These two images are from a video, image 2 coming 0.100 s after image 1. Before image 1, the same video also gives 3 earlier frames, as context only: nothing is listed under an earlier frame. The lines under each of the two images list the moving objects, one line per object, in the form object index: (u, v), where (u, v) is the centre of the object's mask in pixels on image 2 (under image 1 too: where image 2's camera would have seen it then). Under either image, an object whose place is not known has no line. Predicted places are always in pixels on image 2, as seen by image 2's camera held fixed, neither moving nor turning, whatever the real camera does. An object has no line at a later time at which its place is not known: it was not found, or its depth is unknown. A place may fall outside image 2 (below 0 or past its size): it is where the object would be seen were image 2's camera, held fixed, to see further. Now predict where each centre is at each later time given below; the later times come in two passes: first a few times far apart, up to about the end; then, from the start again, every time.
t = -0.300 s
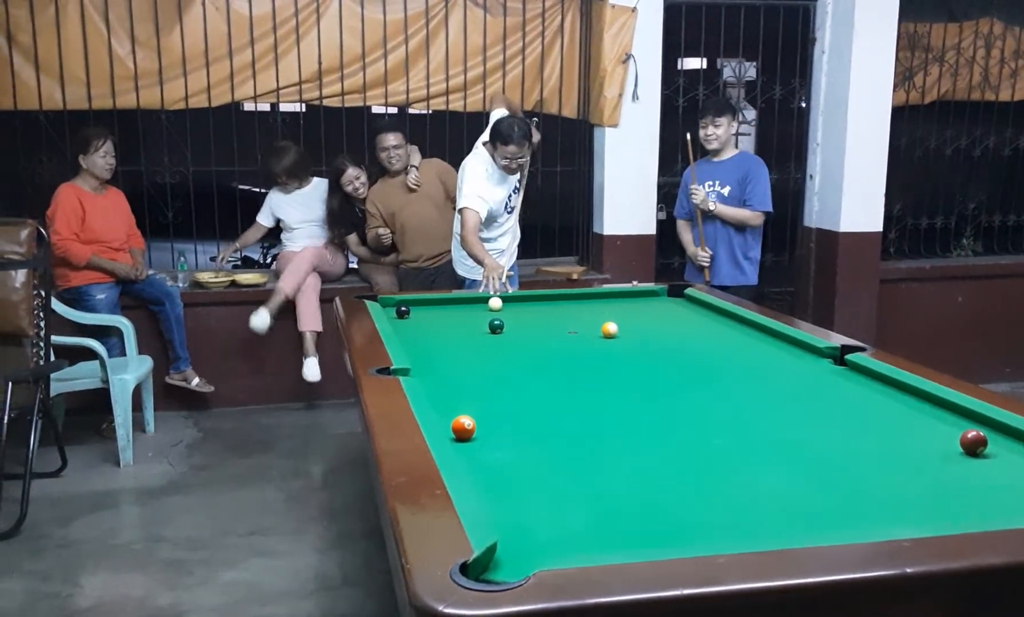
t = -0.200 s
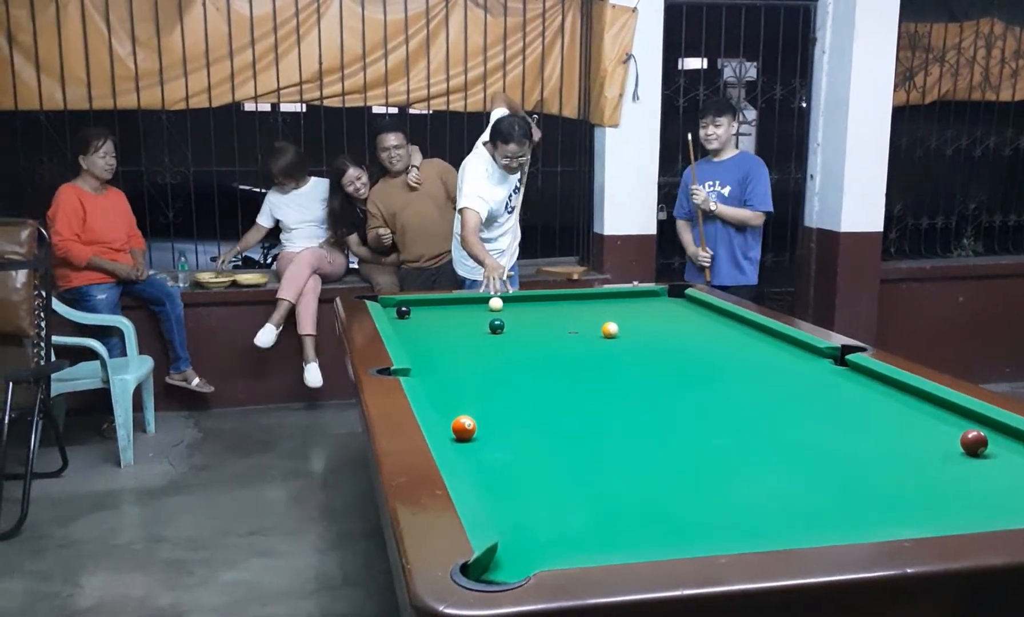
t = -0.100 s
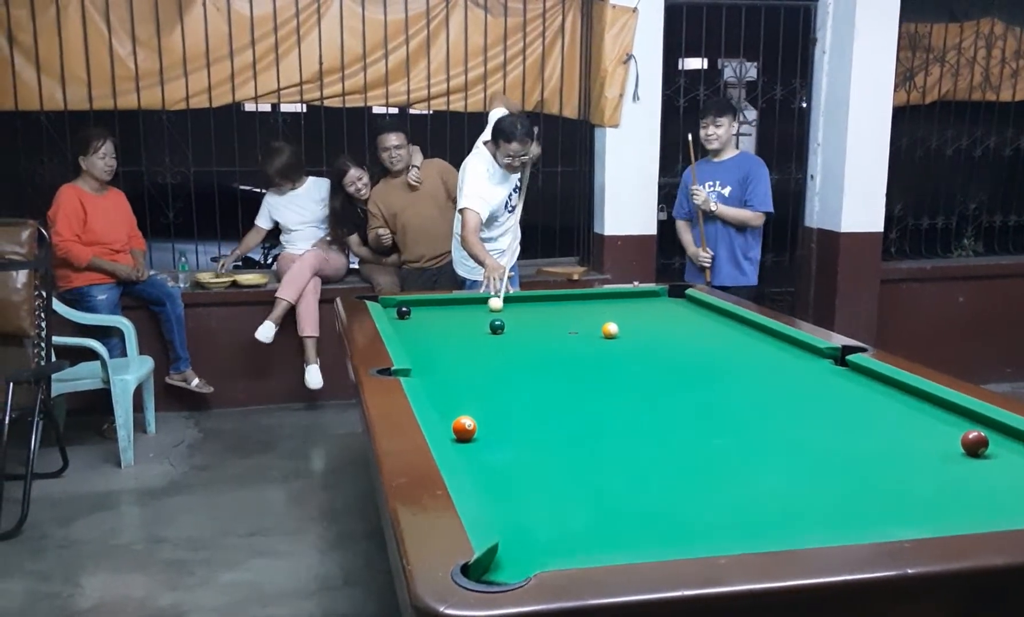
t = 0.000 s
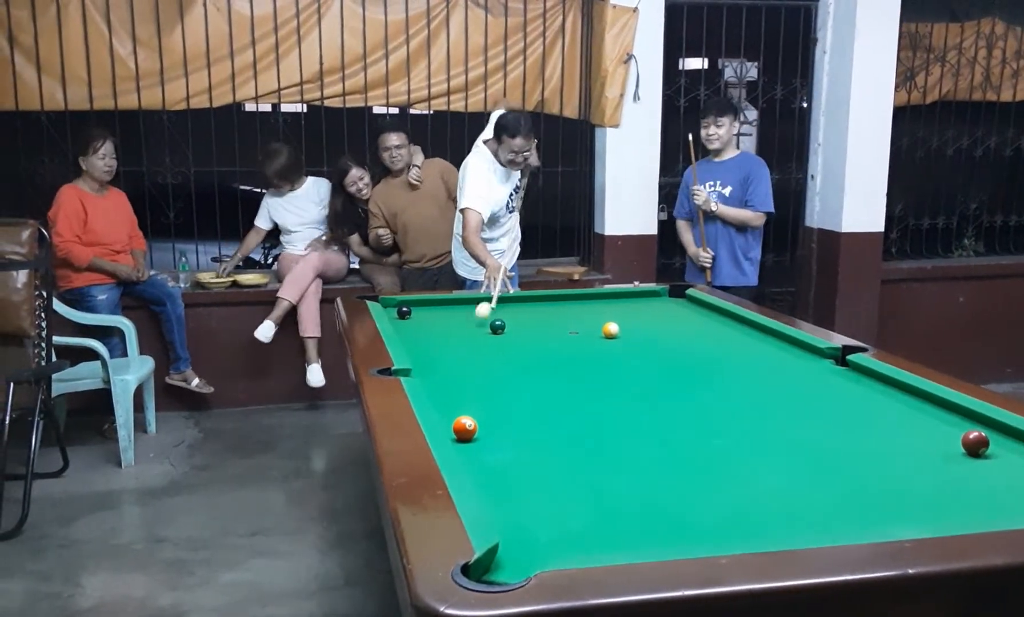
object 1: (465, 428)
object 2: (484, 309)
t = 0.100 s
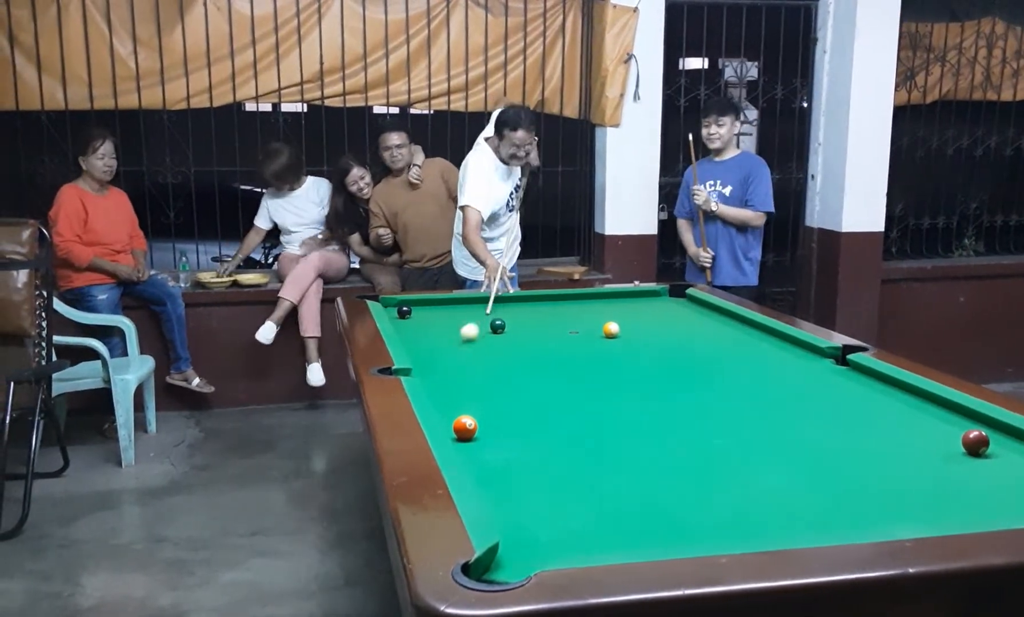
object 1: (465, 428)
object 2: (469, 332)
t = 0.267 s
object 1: (465, 428)
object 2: (449, 364)
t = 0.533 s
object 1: (464, 430)
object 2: (471, 415)
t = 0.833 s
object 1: (519, 472)
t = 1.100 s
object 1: (591, 512)
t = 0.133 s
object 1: (465, 428)
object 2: (465, 339)
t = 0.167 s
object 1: (465, 428)
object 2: (460, 345)
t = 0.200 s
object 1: (465, 428)
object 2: (456, 351)
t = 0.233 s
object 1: (465, 428)
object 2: (453, 358)
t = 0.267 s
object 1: (465, 428)
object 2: (449, 364)
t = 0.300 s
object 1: (465, 428)
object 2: (446, 371)
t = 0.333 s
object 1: (465, 428)
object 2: (443, 377)
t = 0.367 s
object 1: (465, 428)
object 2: (440, 385)
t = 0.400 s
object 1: (465, 428)
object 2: (437, 392)
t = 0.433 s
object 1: (465, 428)
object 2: (442, 399)
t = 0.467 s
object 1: (465, 428)
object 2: (451, 406)
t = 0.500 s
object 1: (465, 428)
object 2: (459, 410)
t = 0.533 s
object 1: (464, 430)
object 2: (471, 415)
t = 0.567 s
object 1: (461, 435)
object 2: (484, 421)
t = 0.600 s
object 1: (464, 441)
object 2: (497, 422)
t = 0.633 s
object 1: (472, 446)
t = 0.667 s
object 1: (480, 450)
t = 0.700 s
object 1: (488, 455)
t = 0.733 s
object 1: (495, 459)
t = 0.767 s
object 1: (503, 464)
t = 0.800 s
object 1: (511, 468)
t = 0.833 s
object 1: (519, 472)
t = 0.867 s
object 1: (527, 477)
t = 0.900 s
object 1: (536, 482)
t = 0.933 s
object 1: (544, 486)
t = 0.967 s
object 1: (554, 491)
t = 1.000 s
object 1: (562, 496)
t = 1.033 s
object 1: (572, 501)
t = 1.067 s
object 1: (581, 506)
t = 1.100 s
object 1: (591, 512)
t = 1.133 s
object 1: (601, 517)
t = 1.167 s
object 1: (611, 523)
